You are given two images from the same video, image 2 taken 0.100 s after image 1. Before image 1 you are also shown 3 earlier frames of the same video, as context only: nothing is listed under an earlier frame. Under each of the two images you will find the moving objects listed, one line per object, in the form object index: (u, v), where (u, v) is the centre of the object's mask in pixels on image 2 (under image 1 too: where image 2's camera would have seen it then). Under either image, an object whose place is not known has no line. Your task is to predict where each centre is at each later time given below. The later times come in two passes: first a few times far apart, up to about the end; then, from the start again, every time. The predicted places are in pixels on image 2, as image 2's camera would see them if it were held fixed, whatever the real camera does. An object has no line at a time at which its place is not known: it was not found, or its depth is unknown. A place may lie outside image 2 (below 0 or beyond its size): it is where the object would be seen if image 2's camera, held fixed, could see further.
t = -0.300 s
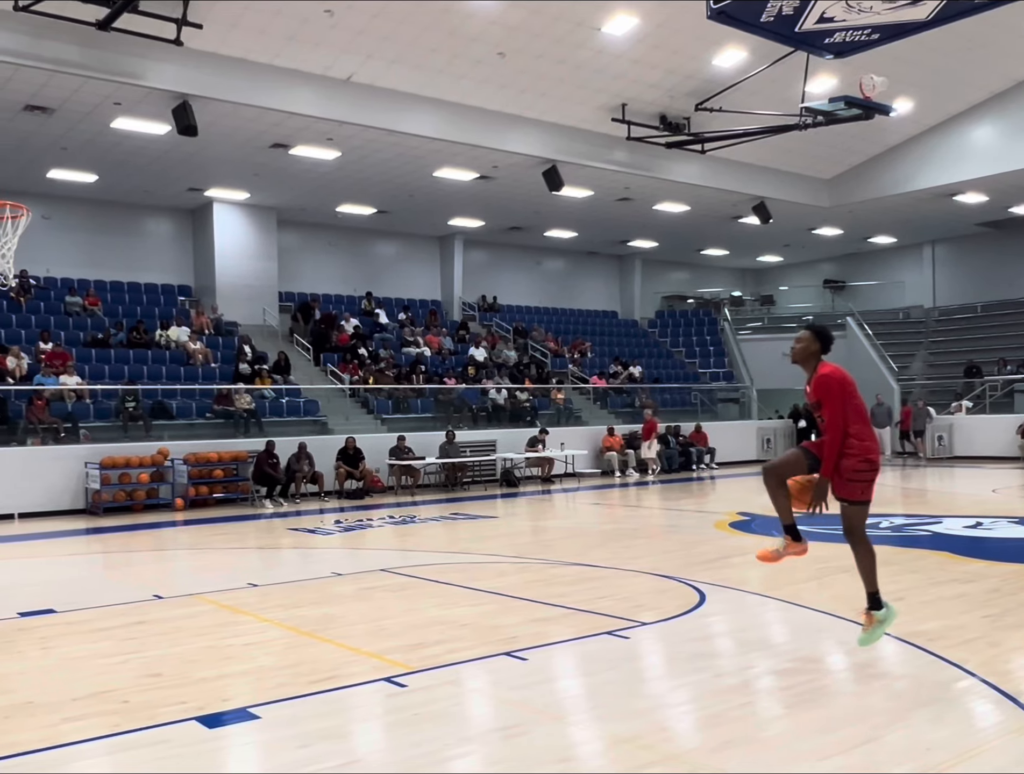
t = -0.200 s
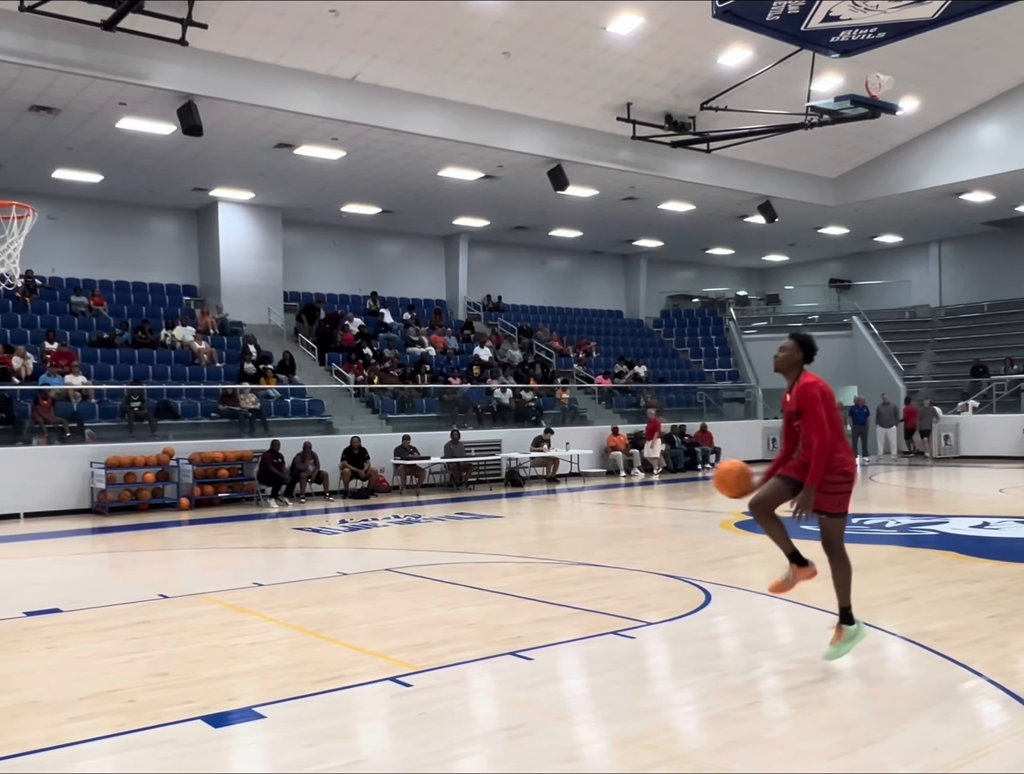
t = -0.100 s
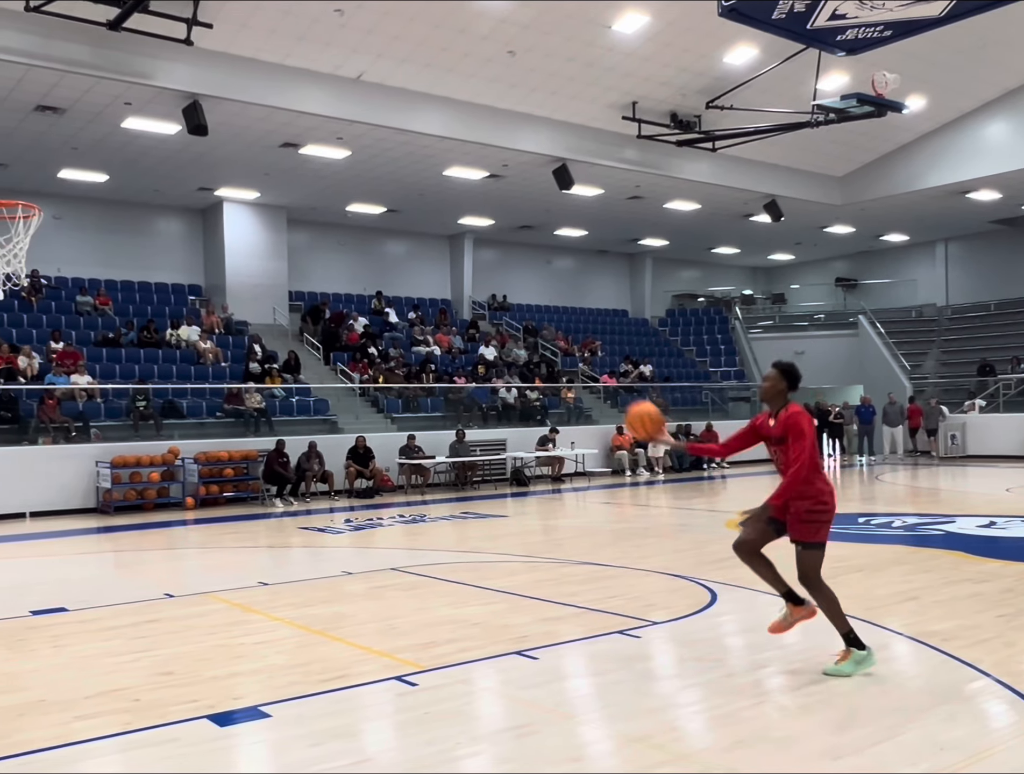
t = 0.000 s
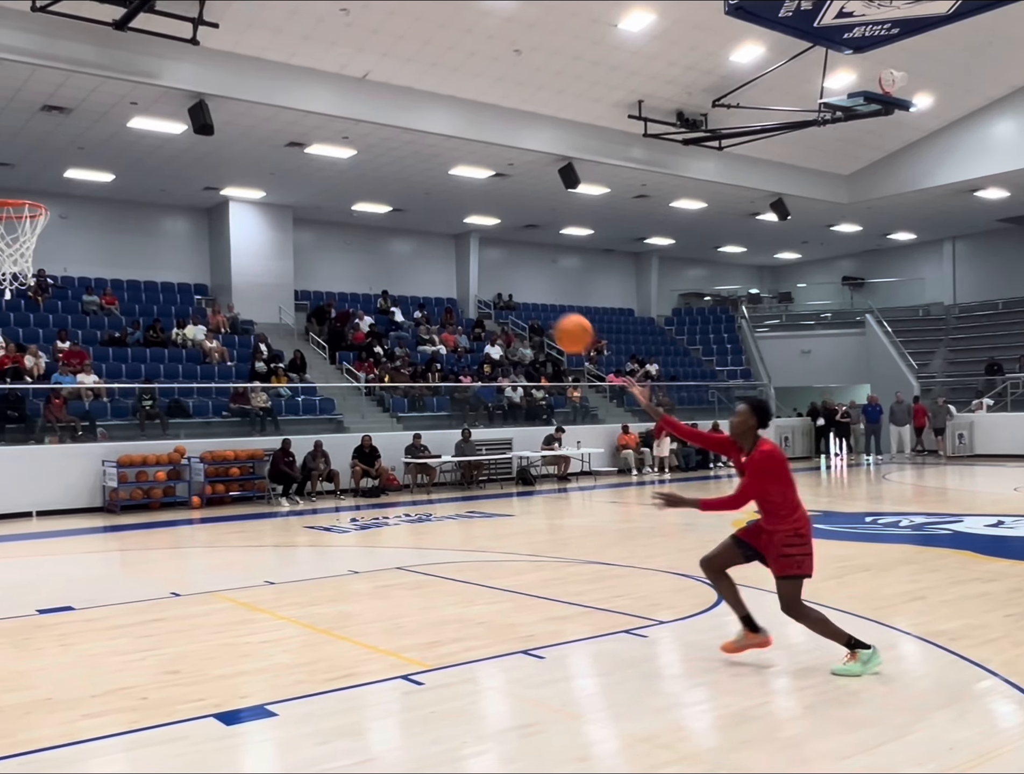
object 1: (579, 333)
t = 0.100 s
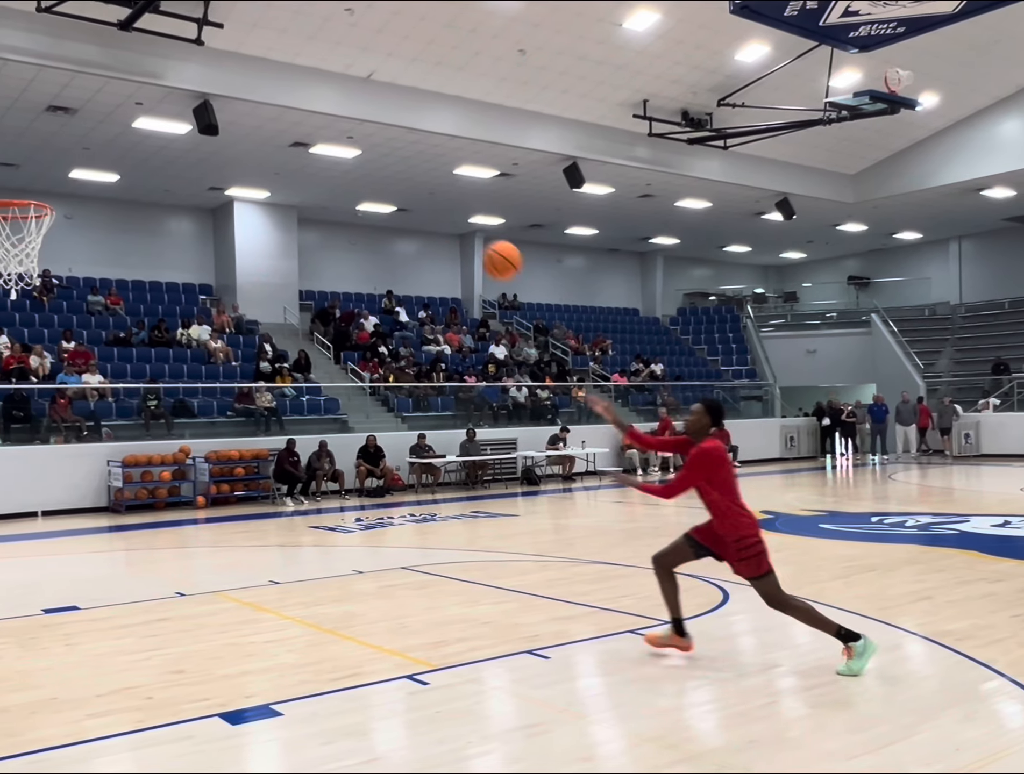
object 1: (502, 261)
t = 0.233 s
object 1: (400, 188)
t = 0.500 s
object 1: (196, 126)
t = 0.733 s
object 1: (18, 167)
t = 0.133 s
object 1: (477, 241)
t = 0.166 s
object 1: (451, 221)
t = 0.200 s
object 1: (426, 203)
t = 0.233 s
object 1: (400, 188)
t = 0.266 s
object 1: (375, 174)
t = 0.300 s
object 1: (350, 163)
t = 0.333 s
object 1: (323, 152)
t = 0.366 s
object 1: (298, 143)
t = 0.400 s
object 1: (272, 136)
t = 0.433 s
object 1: (247, 131)
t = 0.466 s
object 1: (221, 128)
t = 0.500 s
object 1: (196, 126)
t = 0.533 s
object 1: (171, 126)
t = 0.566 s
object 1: (145, 129)
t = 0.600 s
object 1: (119, 133)
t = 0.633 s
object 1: (94, 139)
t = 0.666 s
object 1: (68, 146)
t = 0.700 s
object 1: (43, 156)
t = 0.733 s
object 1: (18, 167)
